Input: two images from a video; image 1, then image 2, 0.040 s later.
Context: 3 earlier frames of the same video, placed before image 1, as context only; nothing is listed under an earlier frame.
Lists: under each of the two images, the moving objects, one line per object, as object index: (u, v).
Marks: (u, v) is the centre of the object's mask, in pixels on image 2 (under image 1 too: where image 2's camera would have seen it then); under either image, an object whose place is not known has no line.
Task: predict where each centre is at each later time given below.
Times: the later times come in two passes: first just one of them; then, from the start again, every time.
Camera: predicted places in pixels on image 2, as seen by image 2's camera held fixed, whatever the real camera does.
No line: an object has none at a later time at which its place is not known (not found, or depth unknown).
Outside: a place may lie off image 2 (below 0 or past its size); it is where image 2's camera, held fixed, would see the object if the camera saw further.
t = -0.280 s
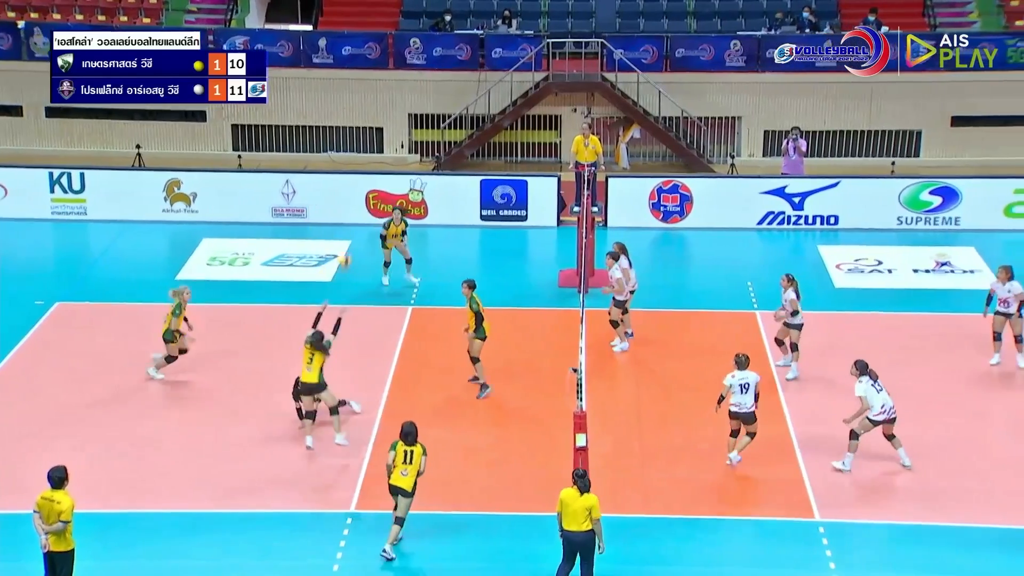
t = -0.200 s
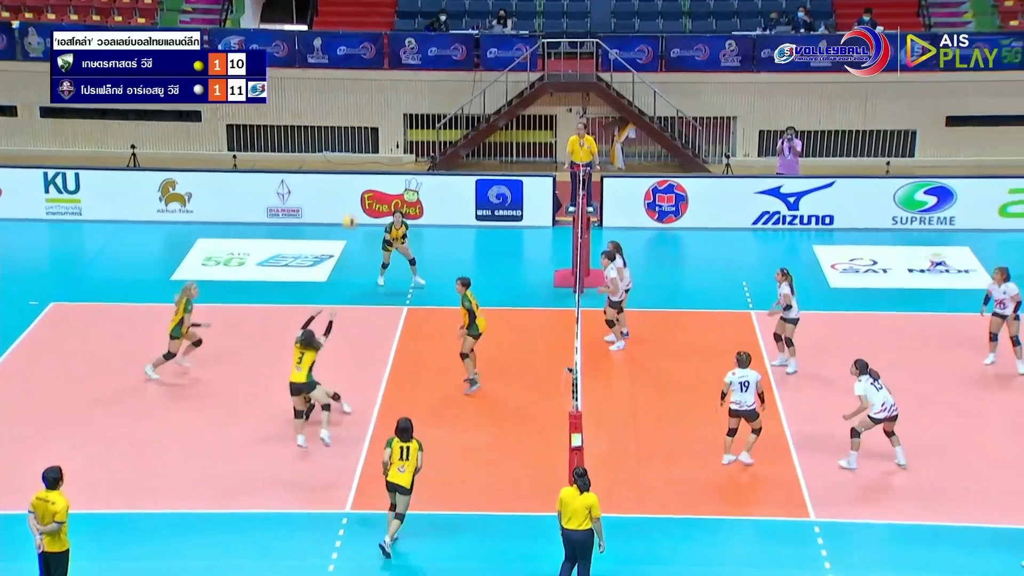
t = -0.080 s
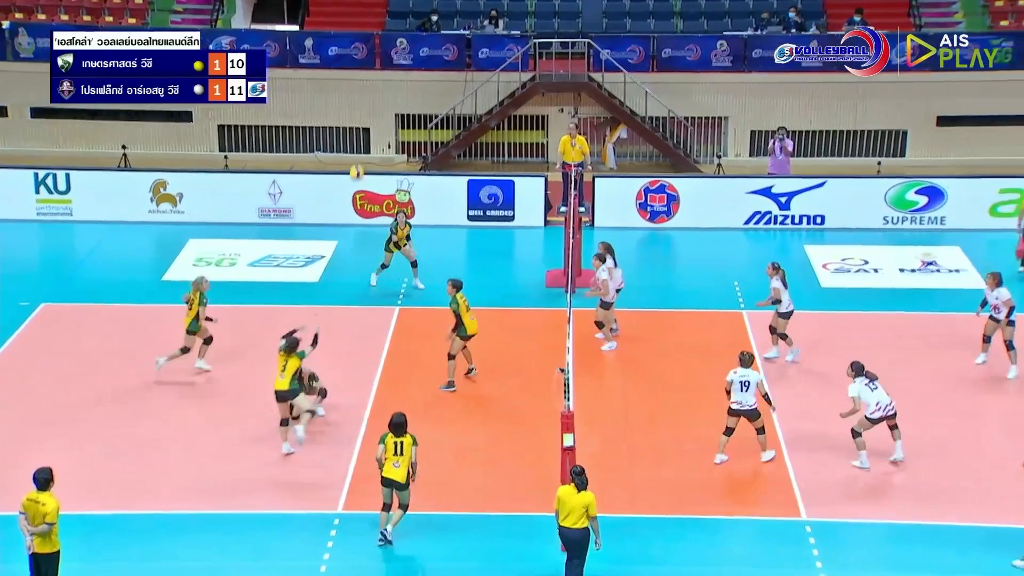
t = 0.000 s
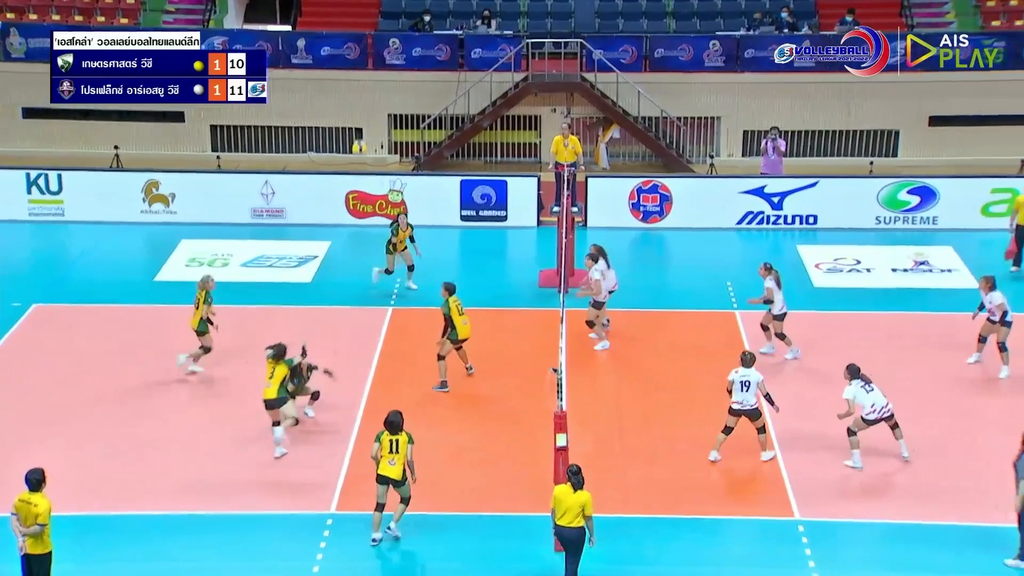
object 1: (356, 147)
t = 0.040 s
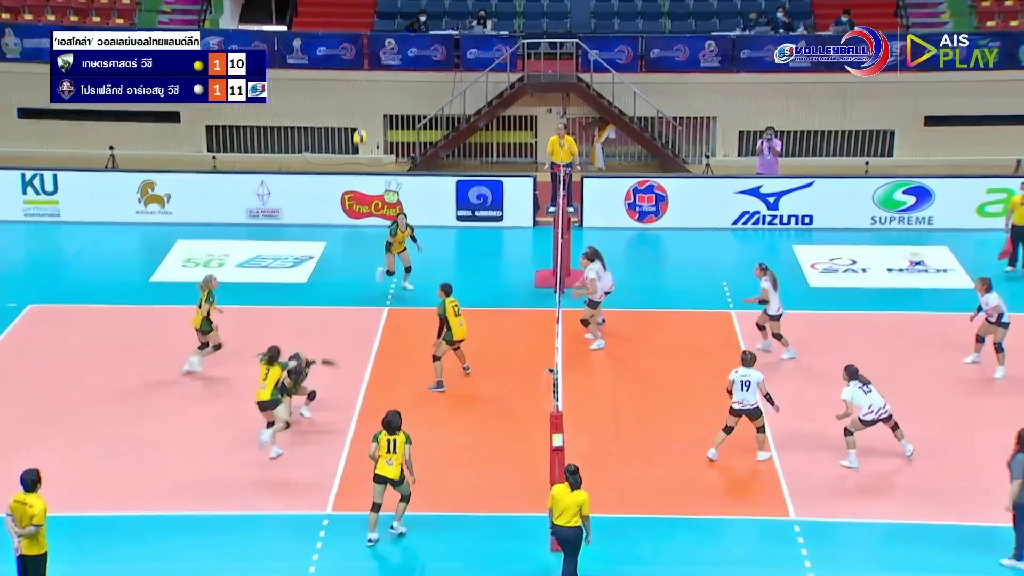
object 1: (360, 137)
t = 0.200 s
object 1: (377, 107)
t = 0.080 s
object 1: (364, 128)
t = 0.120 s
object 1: (368, 119)
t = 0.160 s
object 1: (373, 112)
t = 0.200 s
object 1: (377, 107)
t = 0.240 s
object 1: (381, 102)
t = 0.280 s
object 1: (385, 98)
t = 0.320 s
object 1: (389, 96)
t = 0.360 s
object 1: (393, 94)
